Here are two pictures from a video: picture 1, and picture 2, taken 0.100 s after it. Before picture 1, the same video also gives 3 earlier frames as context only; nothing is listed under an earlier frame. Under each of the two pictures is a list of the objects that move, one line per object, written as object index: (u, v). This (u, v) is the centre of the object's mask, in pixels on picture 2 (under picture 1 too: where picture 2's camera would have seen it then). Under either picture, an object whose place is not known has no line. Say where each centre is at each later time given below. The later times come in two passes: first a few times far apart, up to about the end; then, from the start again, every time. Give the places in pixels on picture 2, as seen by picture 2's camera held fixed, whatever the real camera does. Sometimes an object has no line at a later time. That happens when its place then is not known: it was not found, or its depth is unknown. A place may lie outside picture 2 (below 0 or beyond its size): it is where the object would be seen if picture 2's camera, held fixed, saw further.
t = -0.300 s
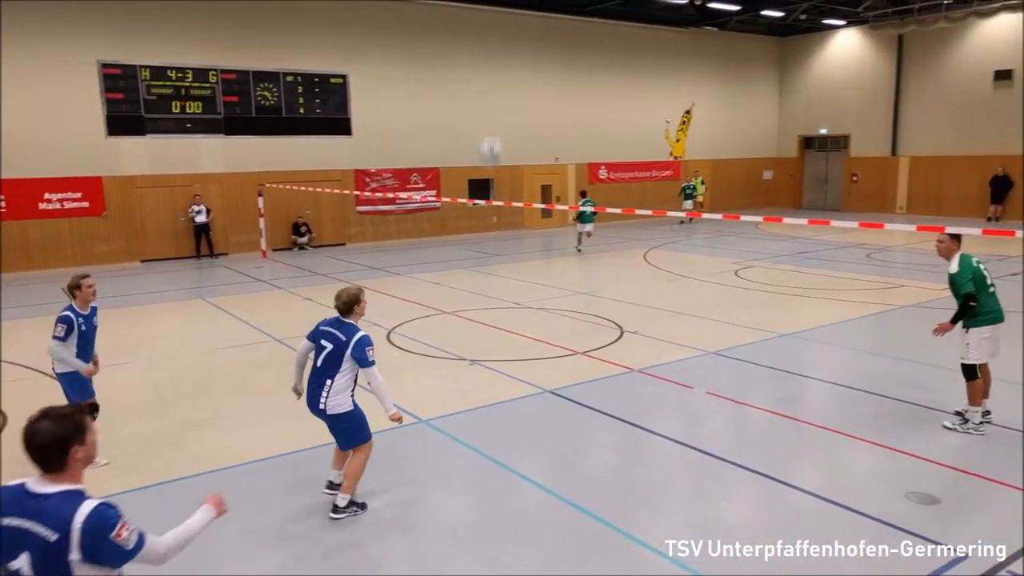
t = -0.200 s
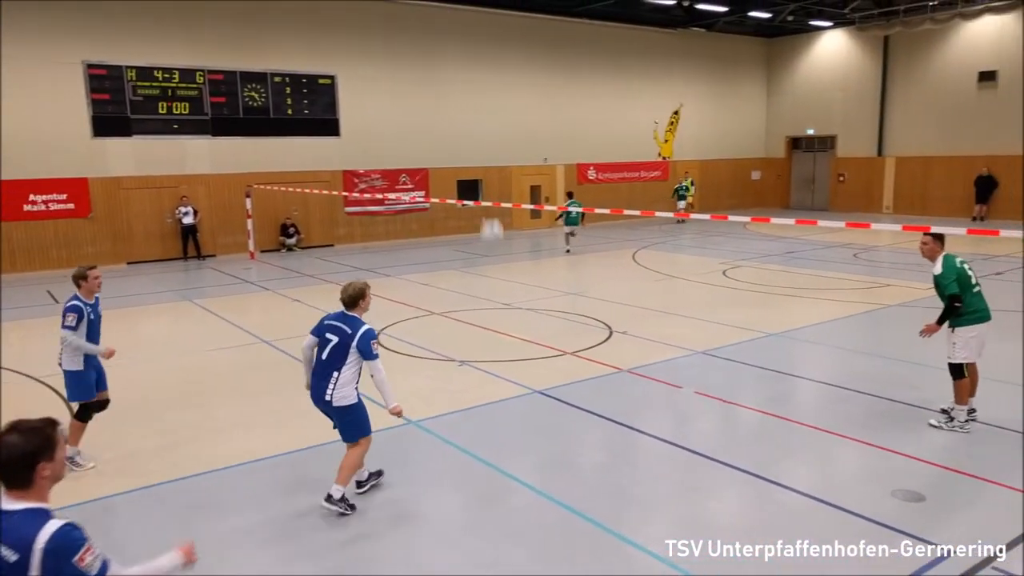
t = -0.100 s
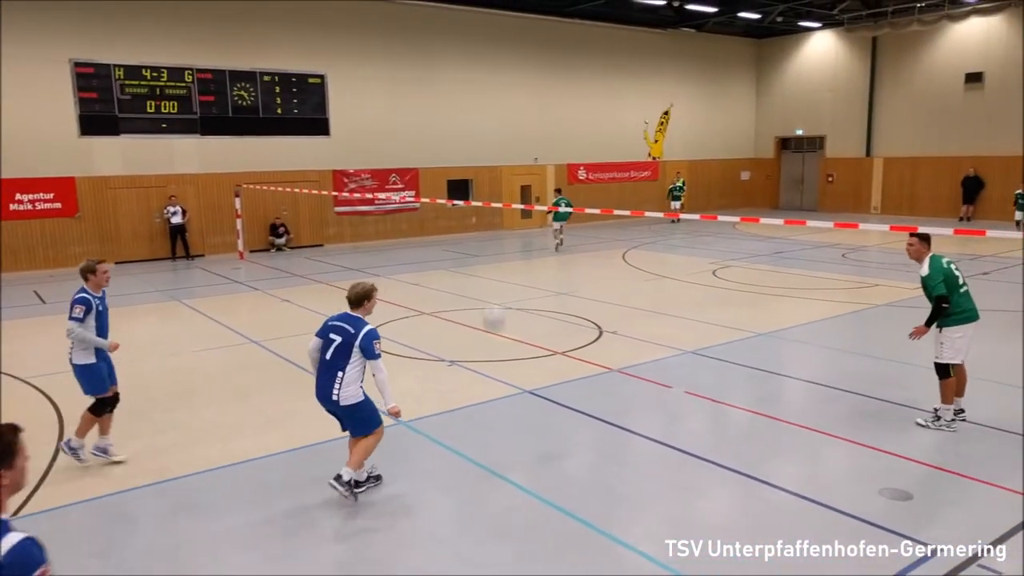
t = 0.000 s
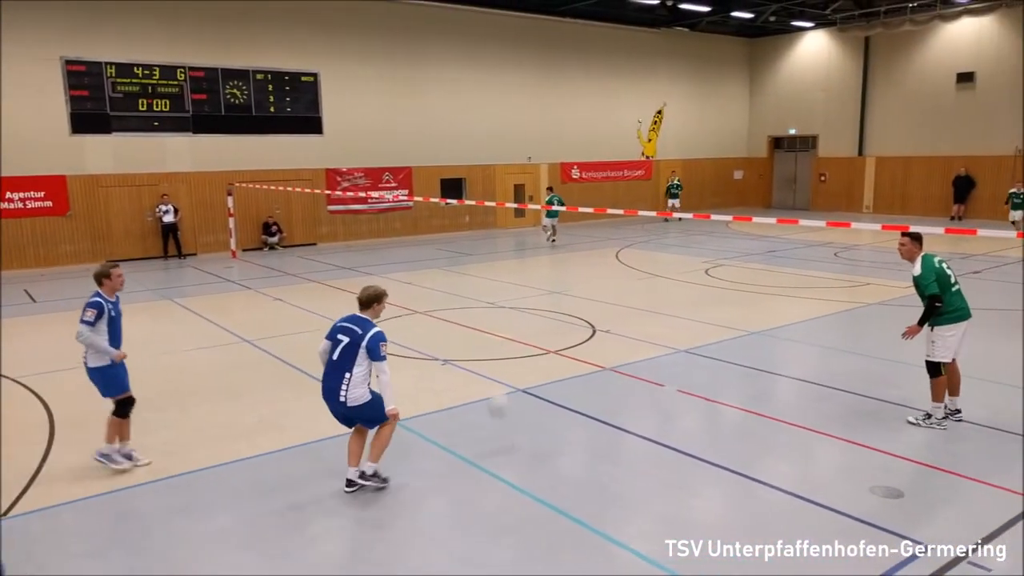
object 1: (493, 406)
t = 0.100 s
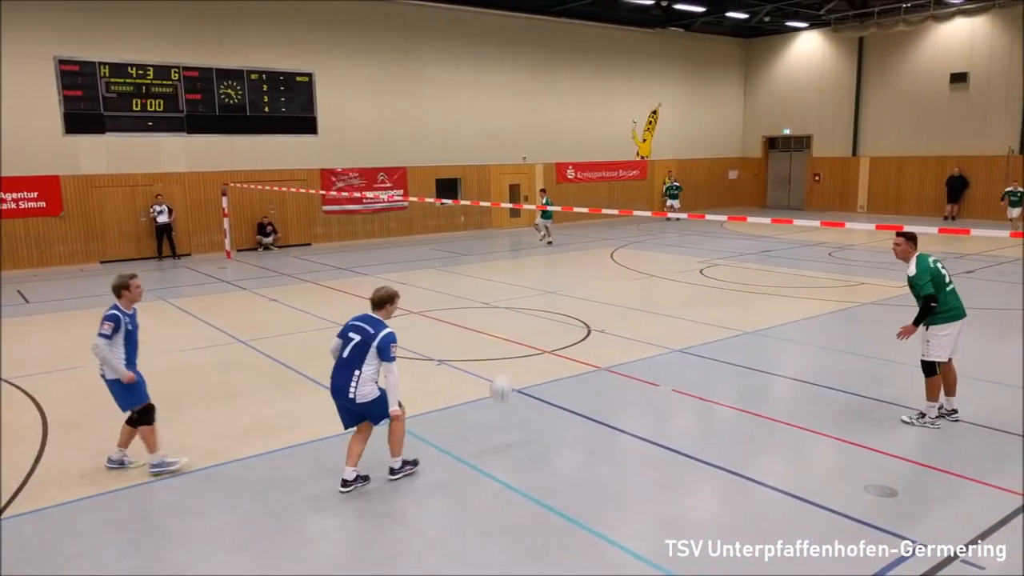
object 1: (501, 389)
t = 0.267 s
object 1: (508, 280)
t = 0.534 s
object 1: (518, 175)
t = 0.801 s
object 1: (529, 149)
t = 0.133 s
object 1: (502, 365)
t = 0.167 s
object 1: (503, 342)
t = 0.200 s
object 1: (504, 320)
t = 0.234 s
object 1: (506, 299)
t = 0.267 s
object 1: (508, 280)
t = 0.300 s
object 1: (509, 262)
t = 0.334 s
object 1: (511, 245)
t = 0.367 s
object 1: (512, 228)
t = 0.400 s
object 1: (513, 218)
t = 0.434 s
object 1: (515, 205)
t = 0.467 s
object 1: (516, 193)
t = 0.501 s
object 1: (517, 183)
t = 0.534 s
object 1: (518, 175)
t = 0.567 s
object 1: (520, 167)
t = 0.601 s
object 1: (522, 161)
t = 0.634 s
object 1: (523, 155)
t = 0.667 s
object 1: (524, 152)
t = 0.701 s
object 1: (525, 150)
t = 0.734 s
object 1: (526, 150)
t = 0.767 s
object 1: (528, 149)
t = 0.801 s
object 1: (529, 149)
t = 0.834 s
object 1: (530, 151)
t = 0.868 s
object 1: (531, 154)
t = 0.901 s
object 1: (533, 158)
